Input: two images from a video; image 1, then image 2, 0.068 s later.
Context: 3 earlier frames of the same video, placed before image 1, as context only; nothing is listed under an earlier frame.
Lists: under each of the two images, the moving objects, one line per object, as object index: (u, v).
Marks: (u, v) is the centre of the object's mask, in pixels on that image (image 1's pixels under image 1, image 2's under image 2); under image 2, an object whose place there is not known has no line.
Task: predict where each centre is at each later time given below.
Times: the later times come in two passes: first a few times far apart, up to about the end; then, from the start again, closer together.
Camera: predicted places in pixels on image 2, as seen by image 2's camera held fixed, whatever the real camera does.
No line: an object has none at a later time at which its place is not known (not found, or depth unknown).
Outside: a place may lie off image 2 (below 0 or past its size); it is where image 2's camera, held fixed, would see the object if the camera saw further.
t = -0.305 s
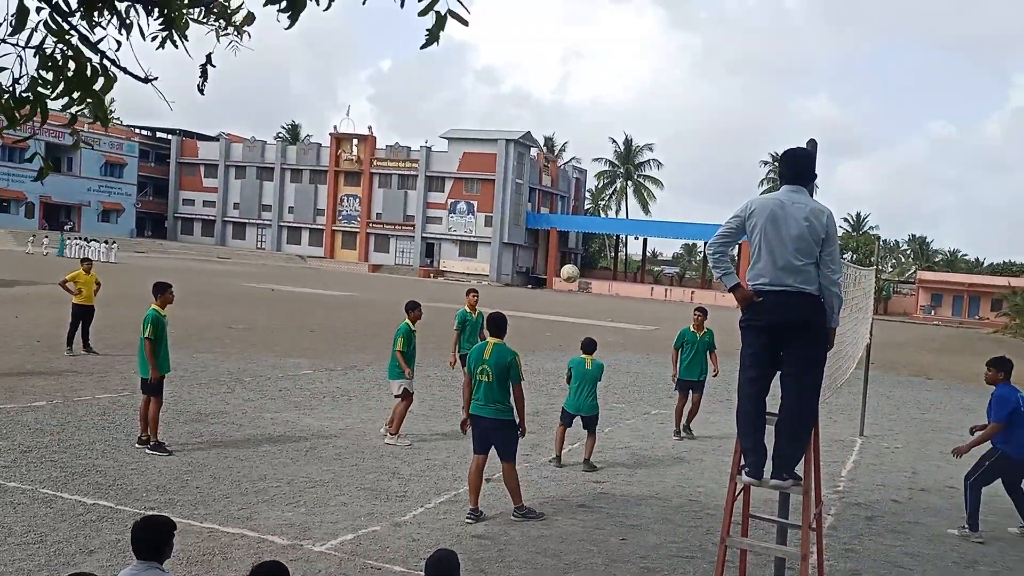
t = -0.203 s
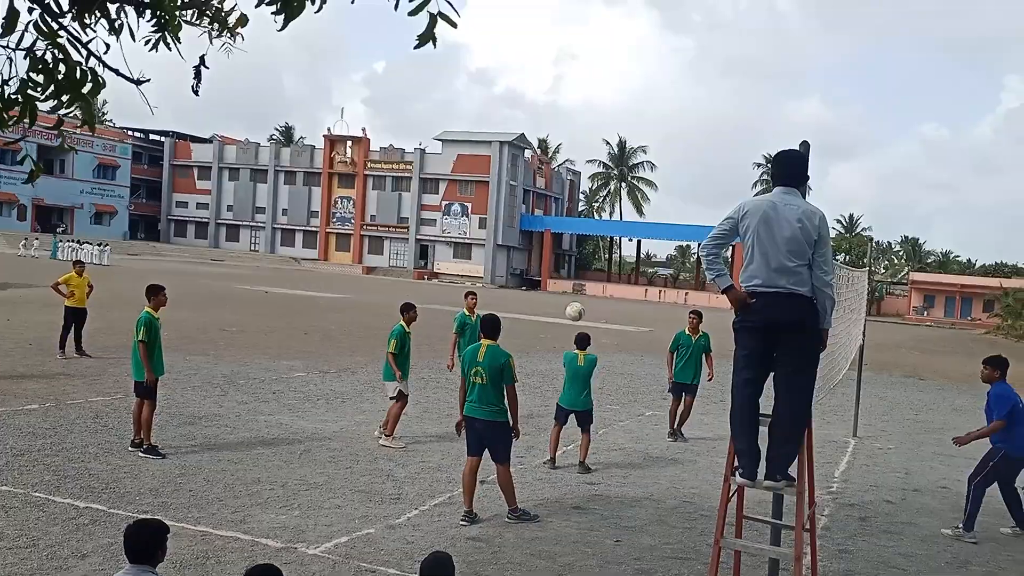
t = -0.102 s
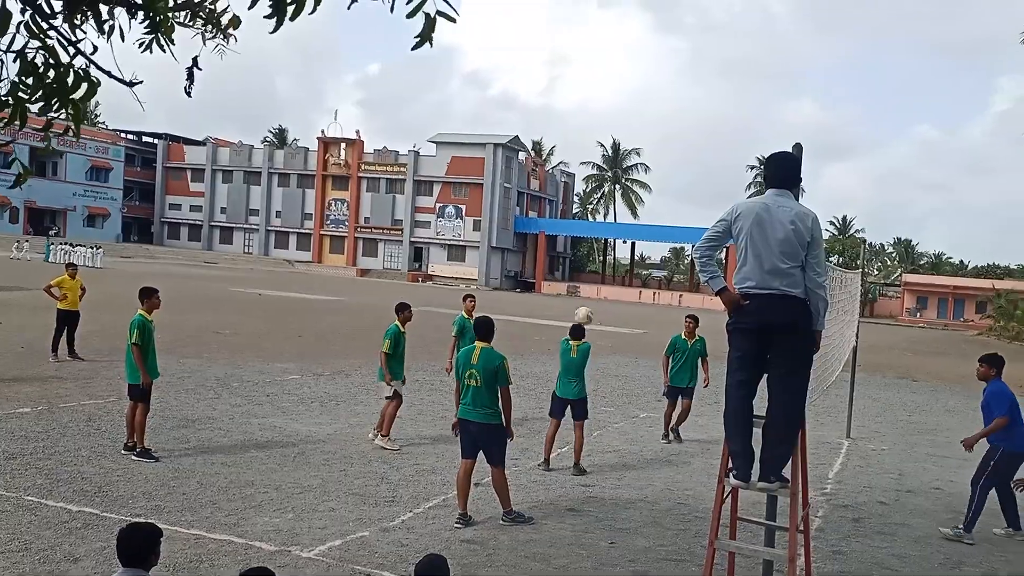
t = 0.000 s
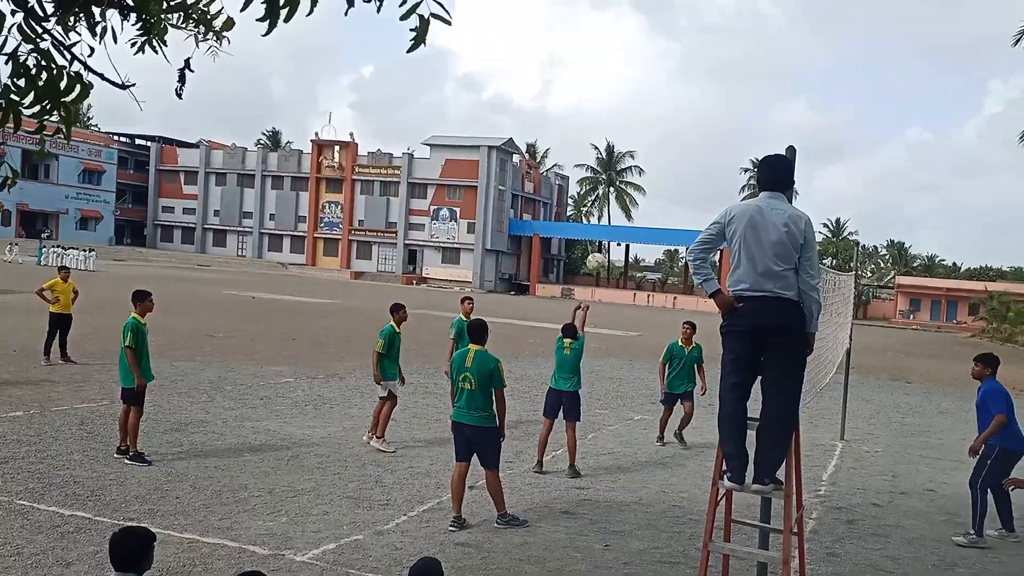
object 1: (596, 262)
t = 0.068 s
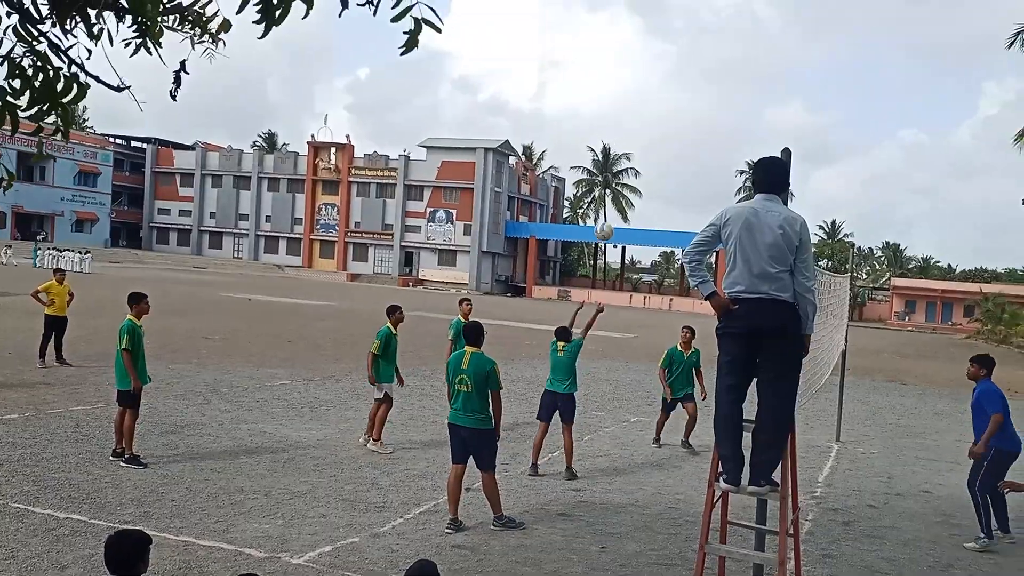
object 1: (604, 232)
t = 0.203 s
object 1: (625, 177)
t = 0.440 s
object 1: (660, 119)
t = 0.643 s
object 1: (685, 108)
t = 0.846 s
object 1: (708, 135)
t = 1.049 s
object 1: (728, 194)
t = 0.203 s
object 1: (625, 177)
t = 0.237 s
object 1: (631, 165)
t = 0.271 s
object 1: (635, 156)
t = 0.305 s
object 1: (641, 146)
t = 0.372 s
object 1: (650, 130)
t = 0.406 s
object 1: (655, 124)
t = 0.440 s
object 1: (660, 119)
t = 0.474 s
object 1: (664, 115)
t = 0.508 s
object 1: (669, 111)
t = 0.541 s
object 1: (673, 109)
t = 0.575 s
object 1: (677, 108)
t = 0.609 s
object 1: (681, 107)
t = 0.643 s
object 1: (685, 108)
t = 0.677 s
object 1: (689, 110)
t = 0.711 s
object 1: (693, 113)
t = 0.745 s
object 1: (697, 117)
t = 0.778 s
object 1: (701, 122)
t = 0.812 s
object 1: (704, 128)
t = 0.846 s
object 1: (708, 135)
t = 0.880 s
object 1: (711, 143)
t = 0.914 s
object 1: (714, 151)
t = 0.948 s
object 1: (717, 160)
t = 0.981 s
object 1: (720, 171)
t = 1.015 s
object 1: (723, 182)
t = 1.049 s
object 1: (728, 194)
